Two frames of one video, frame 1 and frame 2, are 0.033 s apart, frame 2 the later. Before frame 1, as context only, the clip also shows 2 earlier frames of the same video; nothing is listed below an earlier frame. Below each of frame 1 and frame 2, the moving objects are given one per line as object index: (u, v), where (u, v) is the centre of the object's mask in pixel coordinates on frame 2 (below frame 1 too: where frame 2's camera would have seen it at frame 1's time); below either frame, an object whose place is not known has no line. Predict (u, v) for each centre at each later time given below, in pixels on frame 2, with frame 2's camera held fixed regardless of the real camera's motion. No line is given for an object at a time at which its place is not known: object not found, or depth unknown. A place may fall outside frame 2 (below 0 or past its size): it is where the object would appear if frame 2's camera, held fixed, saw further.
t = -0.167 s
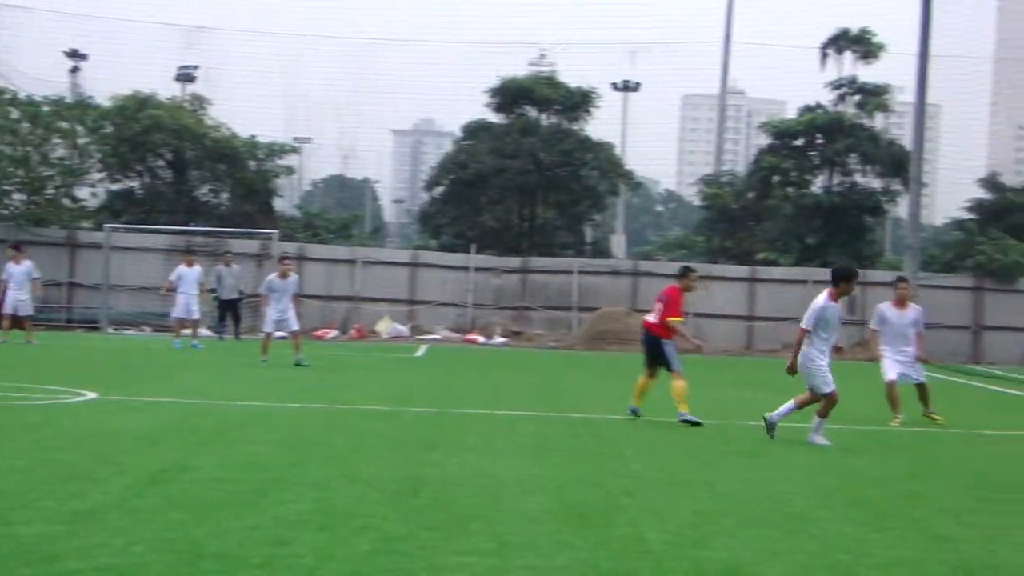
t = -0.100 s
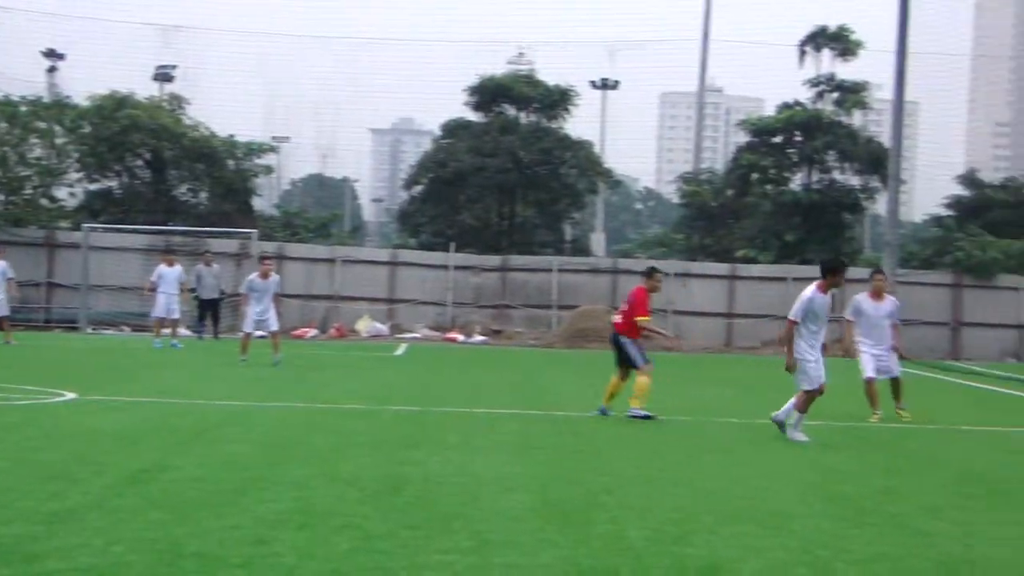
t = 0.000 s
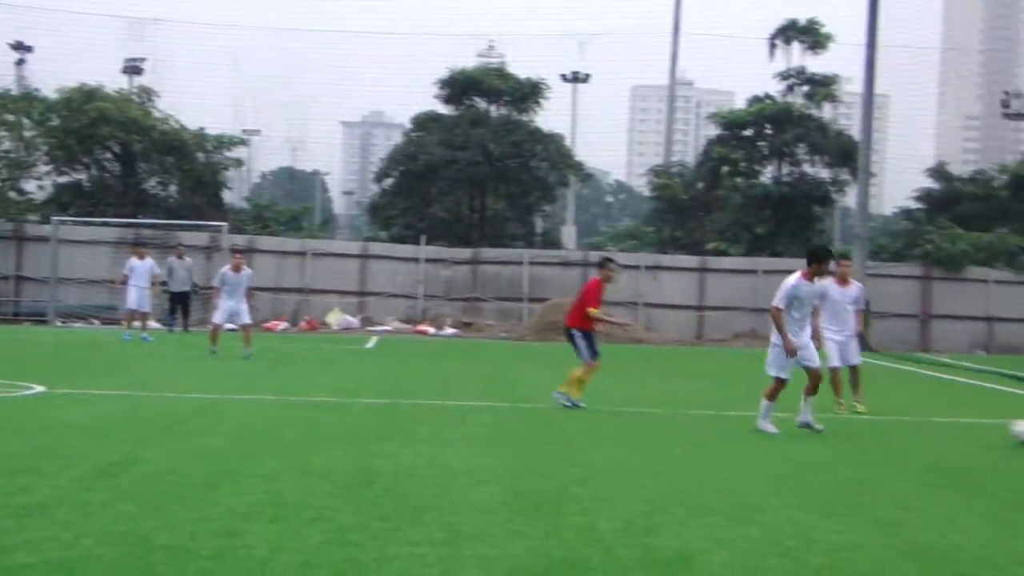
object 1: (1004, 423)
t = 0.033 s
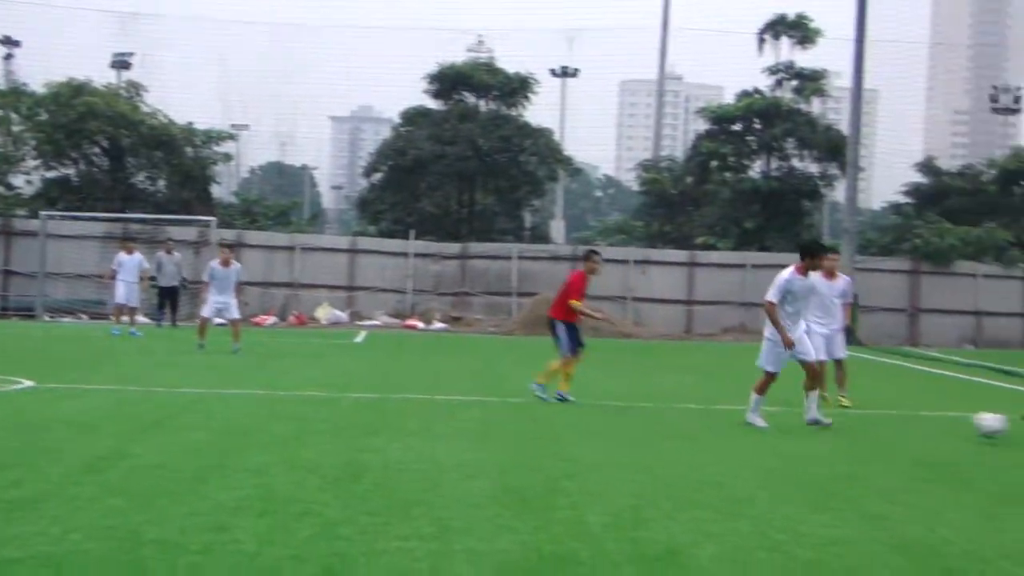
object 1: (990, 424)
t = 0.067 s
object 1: (964, 424)
